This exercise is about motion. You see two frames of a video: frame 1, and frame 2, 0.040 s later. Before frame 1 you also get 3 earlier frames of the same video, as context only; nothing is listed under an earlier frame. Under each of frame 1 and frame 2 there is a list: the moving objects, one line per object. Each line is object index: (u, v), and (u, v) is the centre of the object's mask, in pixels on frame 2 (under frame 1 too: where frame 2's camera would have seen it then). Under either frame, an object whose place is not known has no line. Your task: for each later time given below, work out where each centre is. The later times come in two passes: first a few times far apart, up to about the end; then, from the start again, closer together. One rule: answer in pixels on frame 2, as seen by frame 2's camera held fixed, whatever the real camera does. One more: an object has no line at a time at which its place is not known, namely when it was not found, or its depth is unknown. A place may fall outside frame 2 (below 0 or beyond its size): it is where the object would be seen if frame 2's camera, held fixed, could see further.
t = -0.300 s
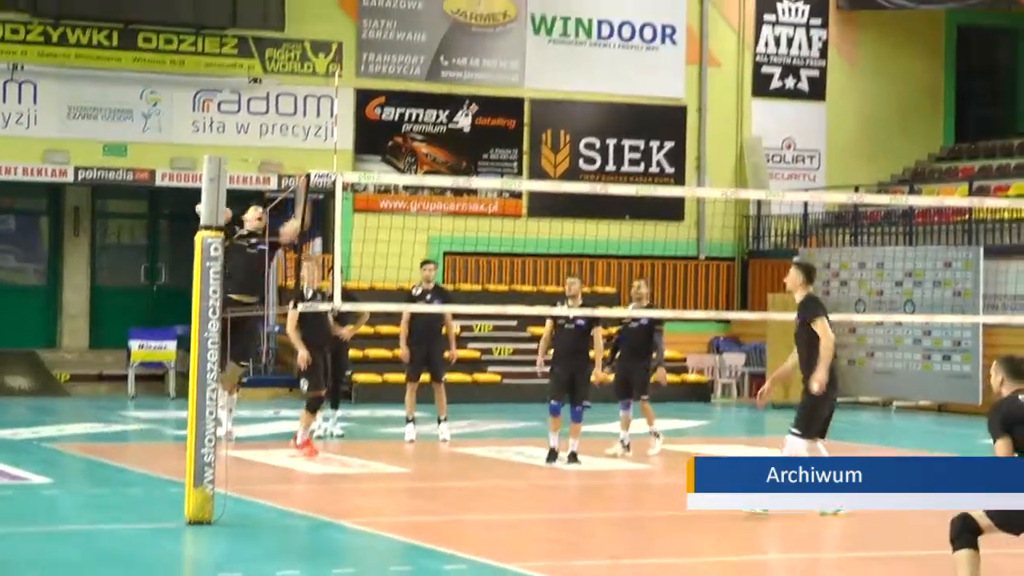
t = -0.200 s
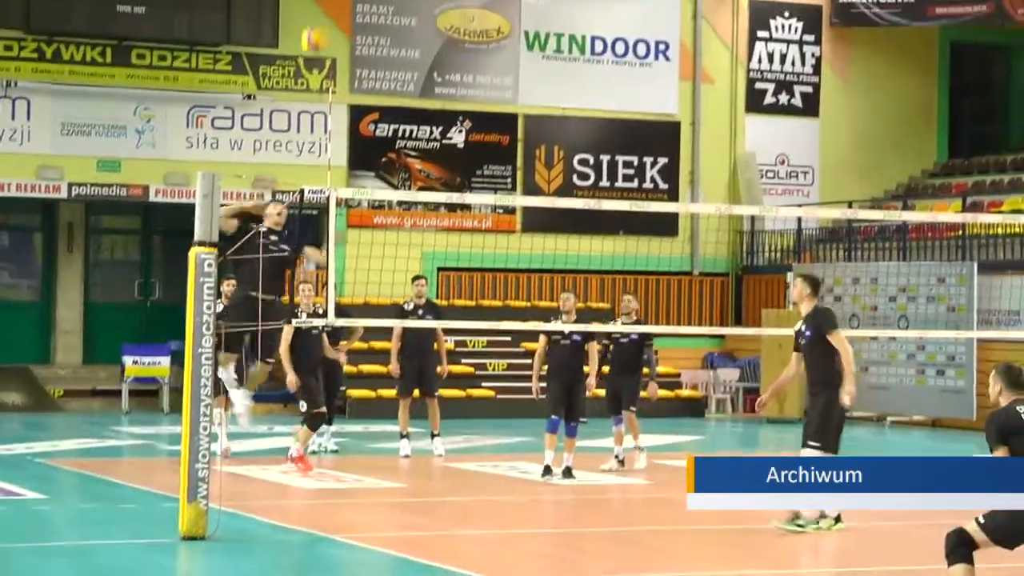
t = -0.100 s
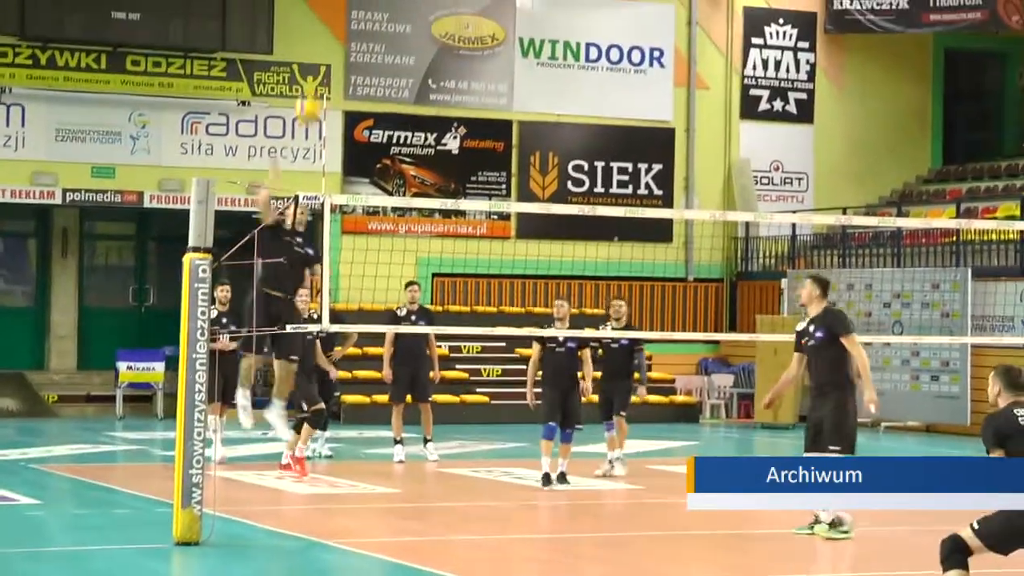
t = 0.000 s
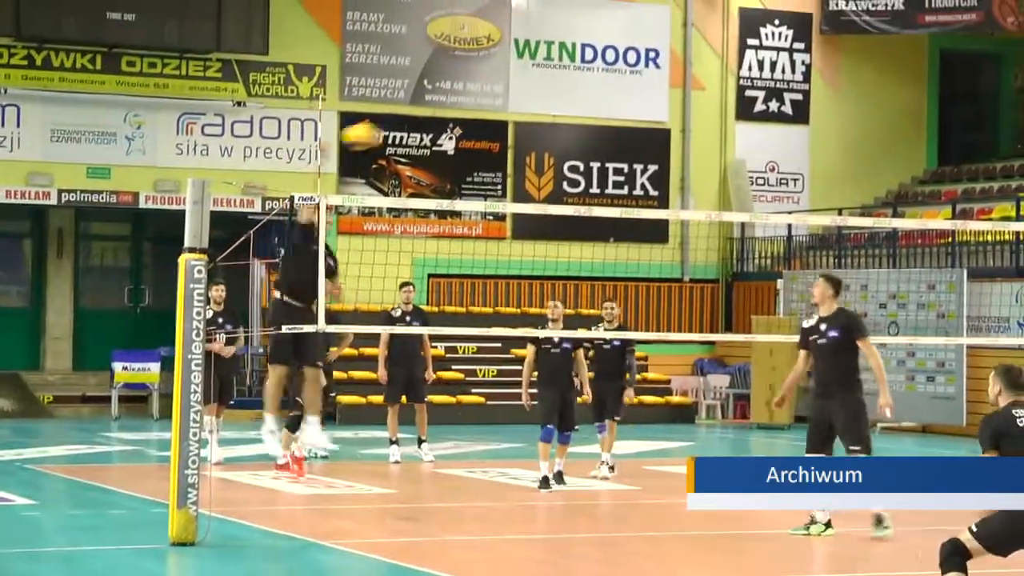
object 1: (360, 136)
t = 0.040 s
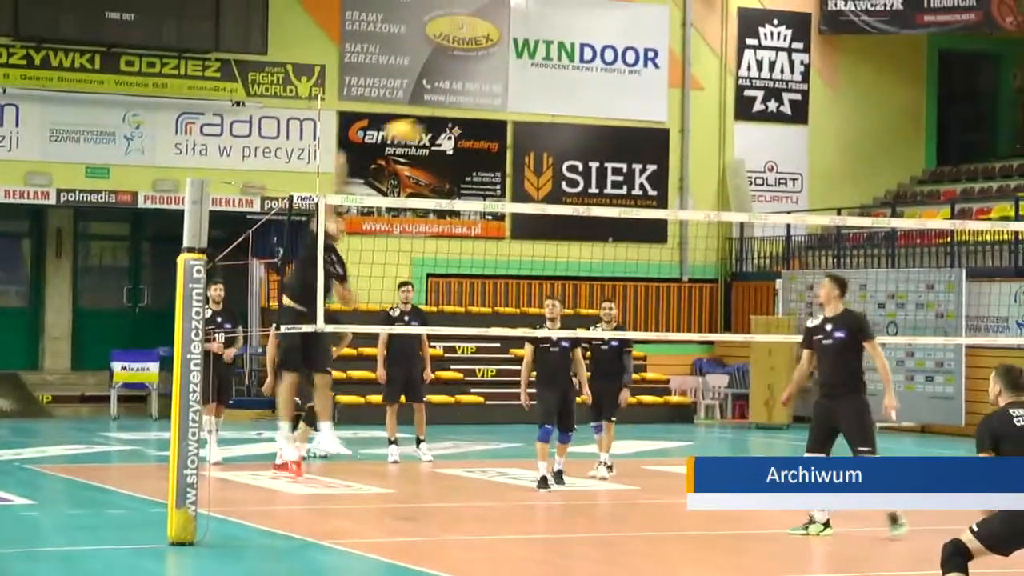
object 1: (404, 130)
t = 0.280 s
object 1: (677, 158)
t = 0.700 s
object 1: (1247, 469)
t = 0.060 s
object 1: (426, 128)
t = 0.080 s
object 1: (448, 129)
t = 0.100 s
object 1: (470, 129)
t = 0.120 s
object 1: (489, 130)
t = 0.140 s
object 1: (515, 132)
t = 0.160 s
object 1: (539, 134)
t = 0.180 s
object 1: (562, 136)
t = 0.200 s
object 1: (585, 140)
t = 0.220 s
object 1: (609, 144)
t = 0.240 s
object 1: (633, 148)
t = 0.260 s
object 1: (654, 152)
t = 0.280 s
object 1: (677, 158)
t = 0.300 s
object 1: (705, 166)
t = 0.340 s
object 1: (760, 179)
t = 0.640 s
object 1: (1158, 396)
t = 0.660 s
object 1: (1185, 417)
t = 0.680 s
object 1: (1216, 444)
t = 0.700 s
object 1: (1247, 469)
